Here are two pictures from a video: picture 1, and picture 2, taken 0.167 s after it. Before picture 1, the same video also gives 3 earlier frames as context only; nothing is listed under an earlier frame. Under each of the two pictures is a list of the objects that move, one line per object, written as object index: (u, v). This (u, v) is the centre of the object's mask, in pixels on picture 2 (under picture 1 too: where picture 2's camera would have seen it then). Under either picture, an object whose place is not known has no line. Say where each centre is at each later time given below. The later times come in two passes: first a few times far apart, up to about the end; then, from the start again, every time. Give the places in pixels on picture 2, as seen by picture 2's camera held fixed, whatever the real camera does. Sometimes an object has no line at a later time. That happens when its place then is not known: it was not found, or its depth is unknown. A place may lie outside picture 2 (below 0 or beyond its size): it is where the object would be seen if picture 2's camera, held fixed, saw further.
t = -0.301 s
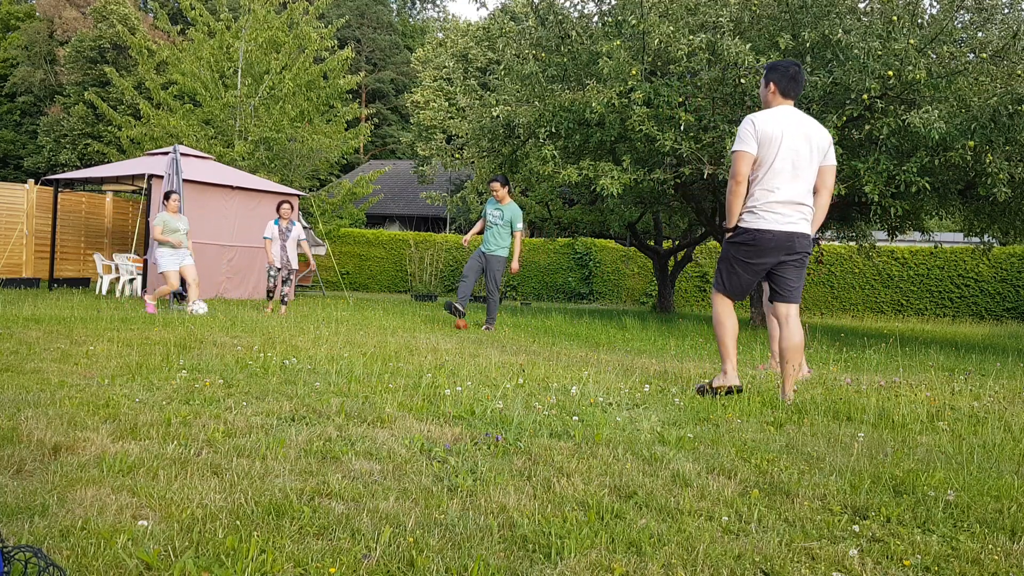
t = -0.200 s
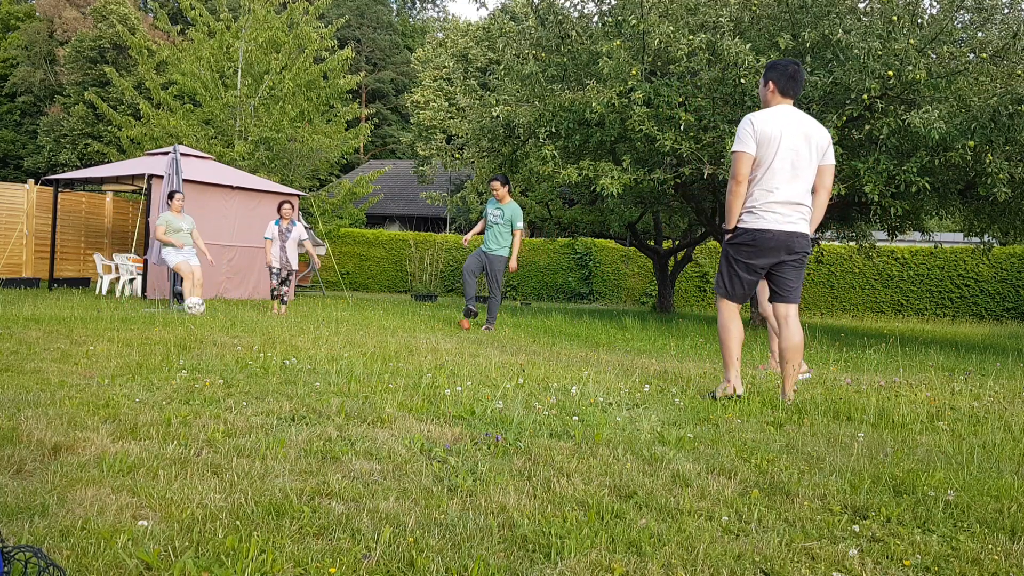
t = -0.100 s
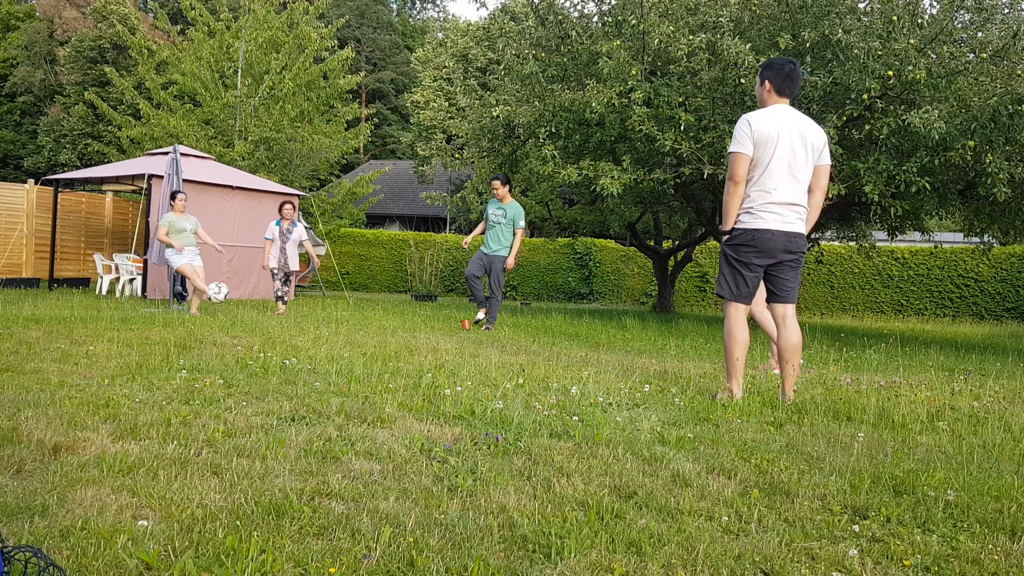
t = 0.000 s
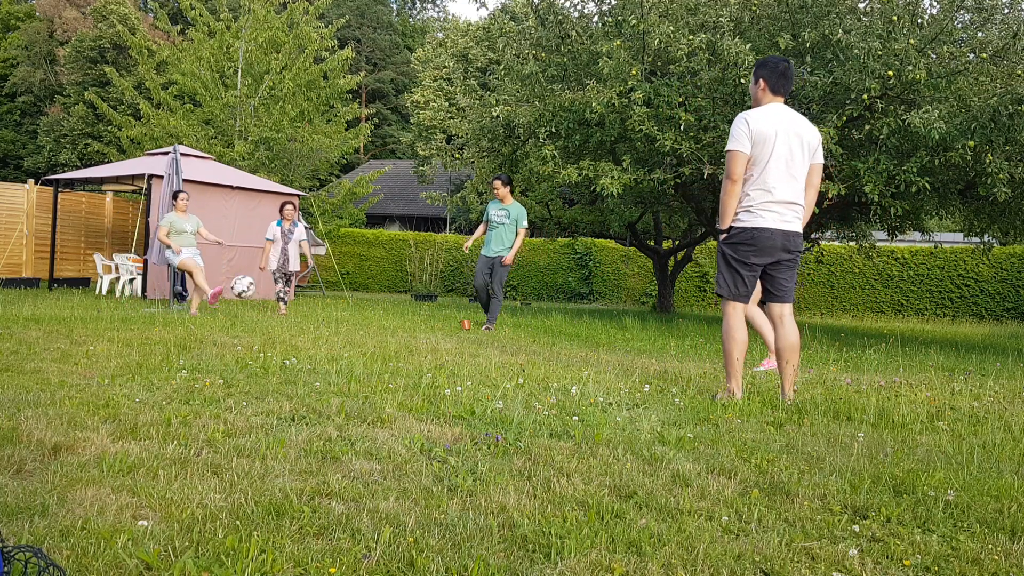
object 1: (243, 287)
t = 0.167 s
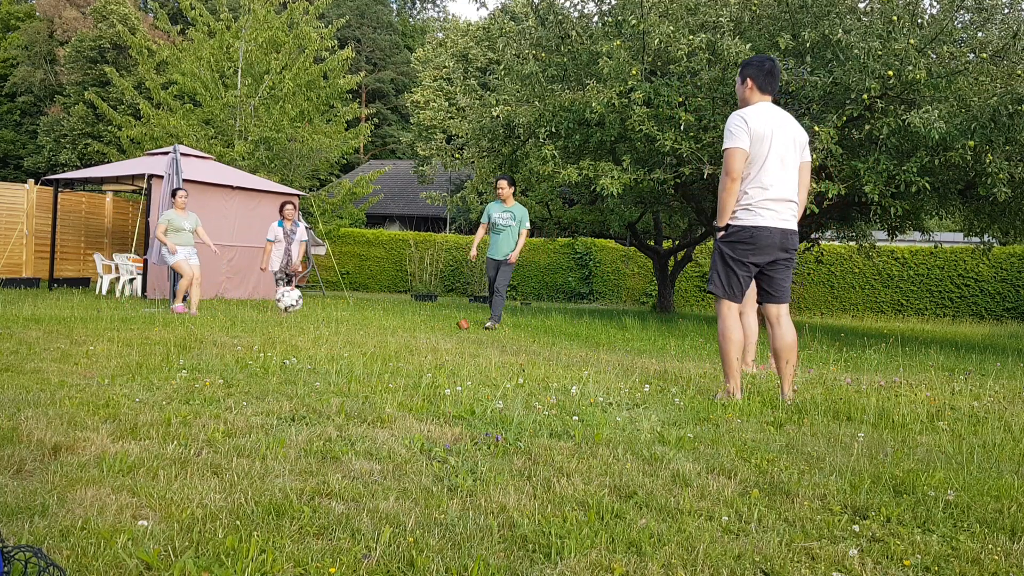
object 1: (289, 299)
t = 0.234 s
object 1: (309, 314)
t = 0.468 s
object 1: (364, 309)
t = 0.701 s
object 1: (421, 349)
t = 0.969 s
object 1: (464, 360)
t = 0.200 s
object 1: (299, 306)
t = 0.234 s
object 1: (309, 314)
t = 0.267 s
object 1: (320, 323)
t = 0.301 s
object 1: (329, 325)
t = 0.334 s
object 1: (336, 320)
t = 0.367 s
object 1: (342, 315)
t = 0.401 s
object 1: (349, 312)
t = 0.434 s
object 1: (356, 309)
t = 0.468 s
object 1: (364, 309)
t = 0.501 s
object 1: (372, 309)
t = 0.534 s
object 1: (380, 311)
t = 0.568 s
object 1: (388, 316)
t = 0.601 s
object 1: (395, 322)
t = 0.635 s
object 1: (403, 330)
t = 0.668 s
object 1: (412, 340)
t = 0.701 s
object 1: (421, 349)
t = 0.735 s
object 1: (426, 346)
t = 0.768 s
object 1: (432, 345)
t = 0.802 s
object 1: (436, 343)
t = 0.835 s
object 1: (441, 344)
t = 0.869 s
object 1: (446, 346)
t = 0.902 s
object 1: (452, 349)
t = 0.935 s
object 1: (458, 355)
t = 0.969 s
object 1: (464, 360)
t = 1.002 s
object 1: (469, 359)
